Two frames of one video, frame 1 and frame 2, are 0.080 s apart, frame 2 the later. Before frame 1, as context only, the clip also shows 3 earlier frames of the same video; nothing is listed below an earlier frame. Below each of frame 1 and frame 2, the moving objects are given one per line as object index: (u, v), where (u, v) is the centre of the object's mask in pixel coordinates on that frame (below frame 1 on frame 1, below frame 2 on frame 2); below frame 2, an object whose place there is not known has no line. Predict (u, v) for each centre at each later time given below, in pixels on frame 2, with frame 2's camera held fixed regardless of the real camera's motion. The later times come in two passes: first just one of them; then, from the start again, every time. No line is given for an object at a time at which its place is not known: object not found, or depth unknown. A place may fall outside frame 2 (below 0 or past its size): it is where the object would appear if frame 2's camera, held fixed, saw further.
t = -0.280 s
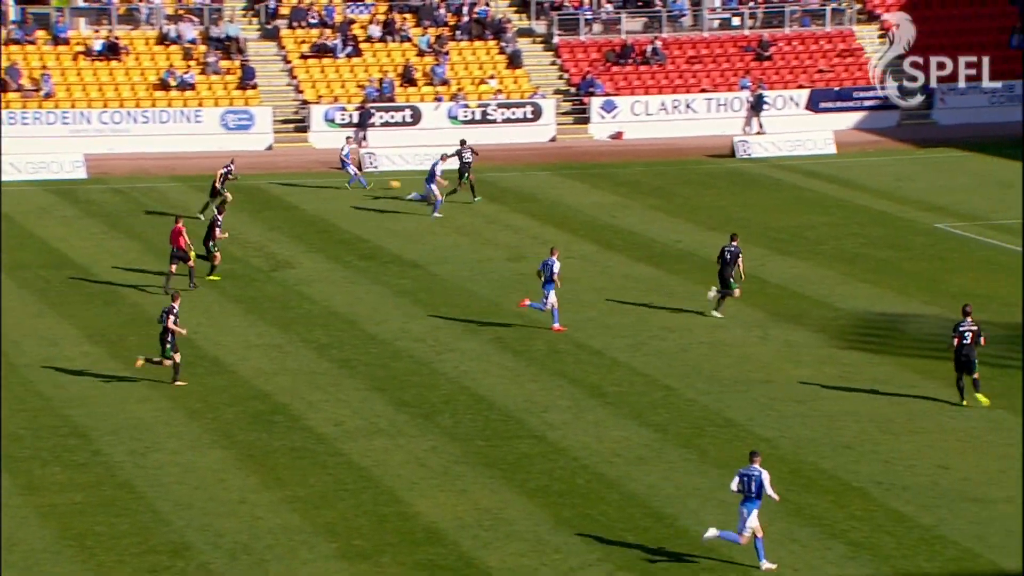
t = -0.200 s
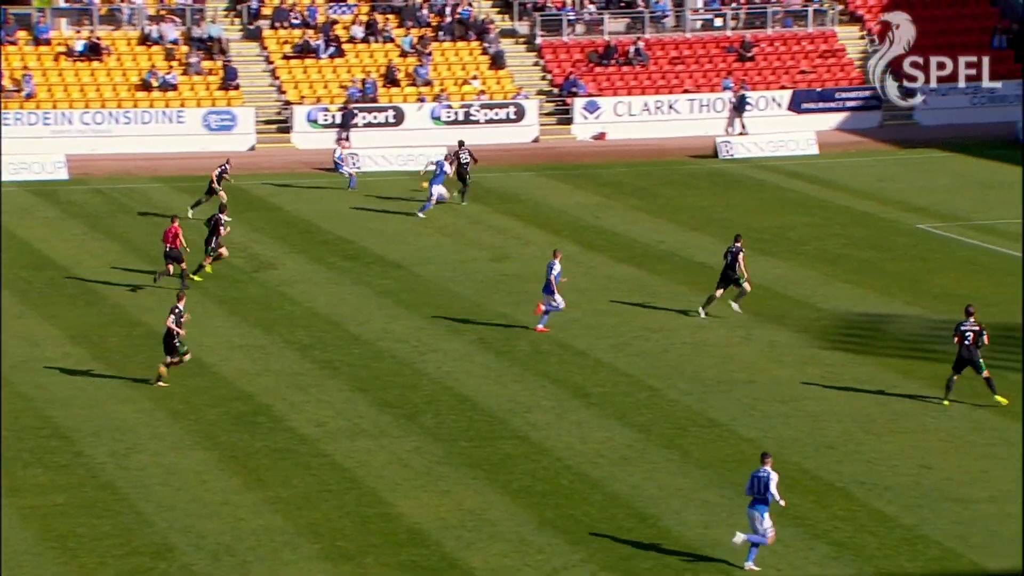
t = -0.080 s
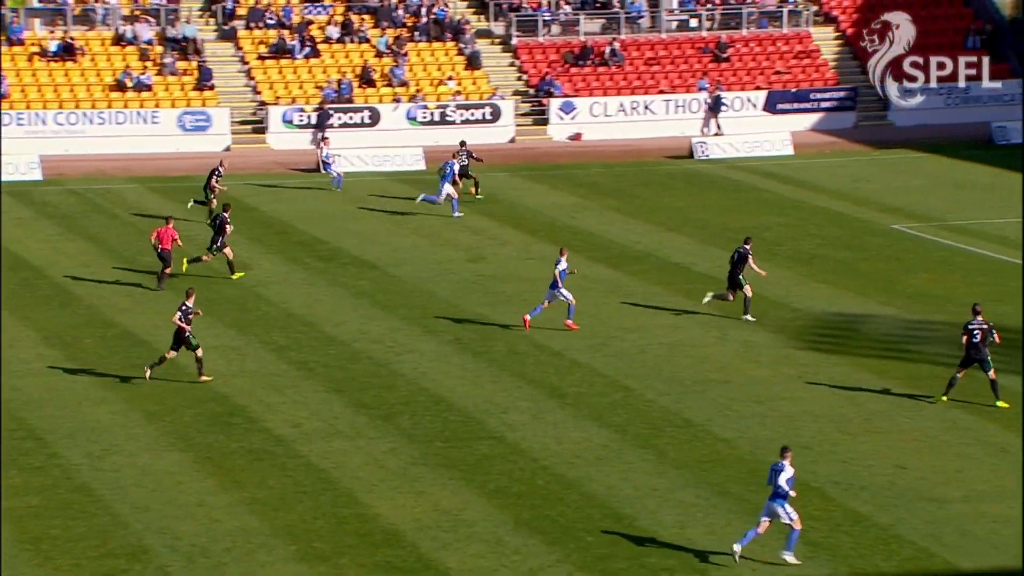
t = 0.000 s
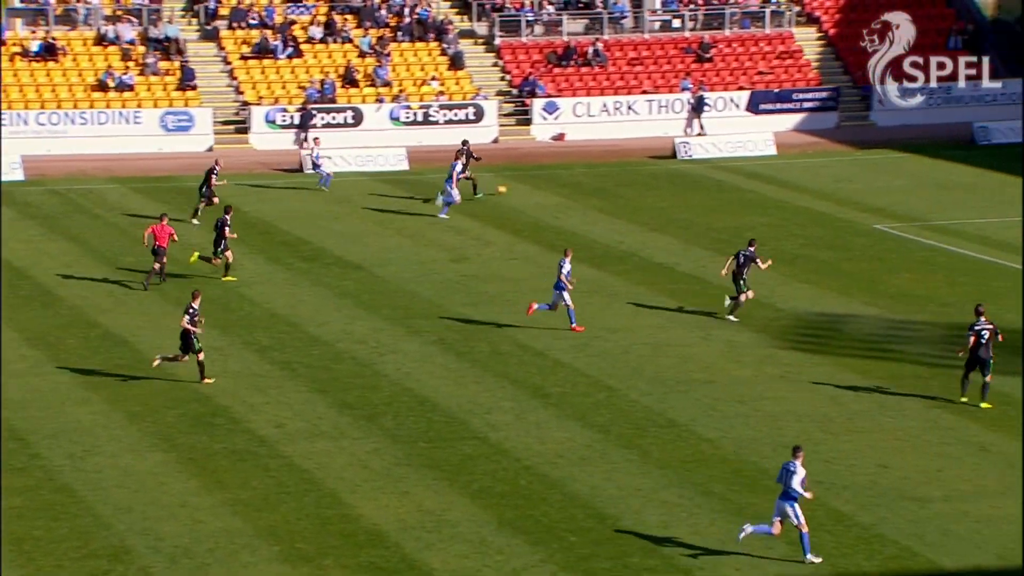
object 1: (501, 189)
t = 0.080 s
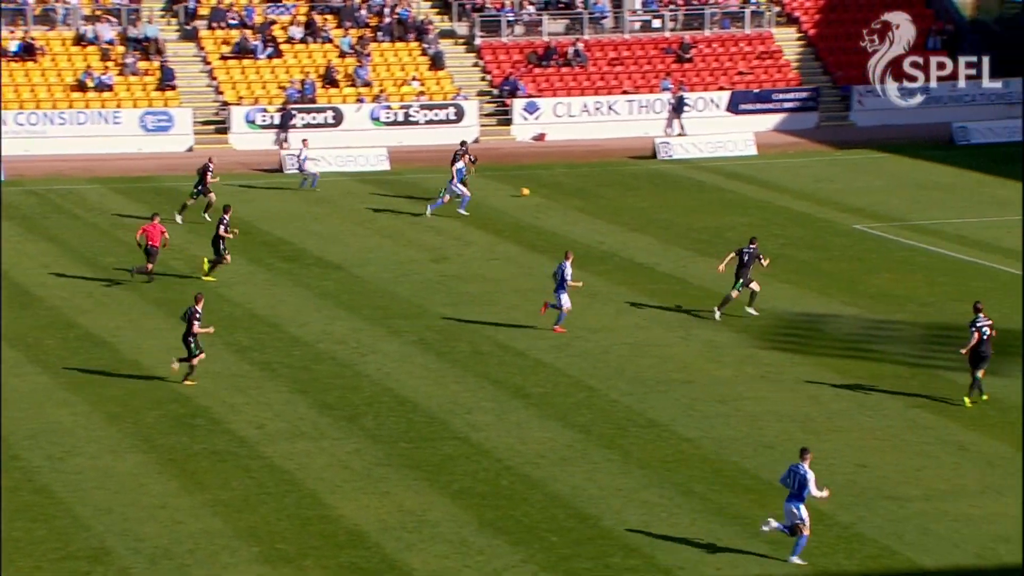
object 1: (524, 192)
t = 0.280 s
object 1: (615, 194)
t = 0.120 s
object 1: (544, 193)
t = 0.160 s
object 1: (563, 194)
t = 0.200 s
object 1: (581, 193)
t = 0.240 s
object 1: (598, 193)
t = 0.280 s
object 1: (615, 194)
